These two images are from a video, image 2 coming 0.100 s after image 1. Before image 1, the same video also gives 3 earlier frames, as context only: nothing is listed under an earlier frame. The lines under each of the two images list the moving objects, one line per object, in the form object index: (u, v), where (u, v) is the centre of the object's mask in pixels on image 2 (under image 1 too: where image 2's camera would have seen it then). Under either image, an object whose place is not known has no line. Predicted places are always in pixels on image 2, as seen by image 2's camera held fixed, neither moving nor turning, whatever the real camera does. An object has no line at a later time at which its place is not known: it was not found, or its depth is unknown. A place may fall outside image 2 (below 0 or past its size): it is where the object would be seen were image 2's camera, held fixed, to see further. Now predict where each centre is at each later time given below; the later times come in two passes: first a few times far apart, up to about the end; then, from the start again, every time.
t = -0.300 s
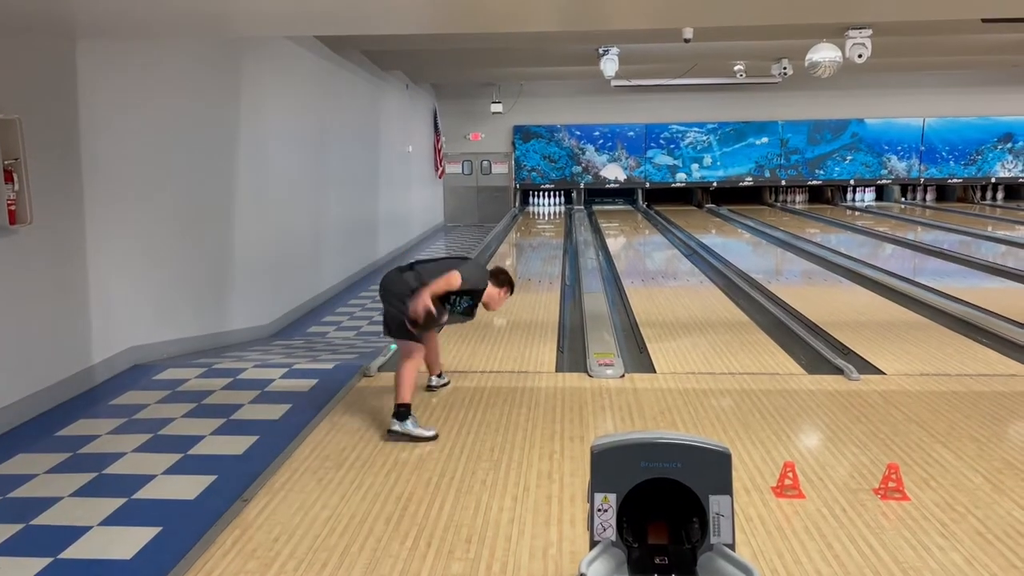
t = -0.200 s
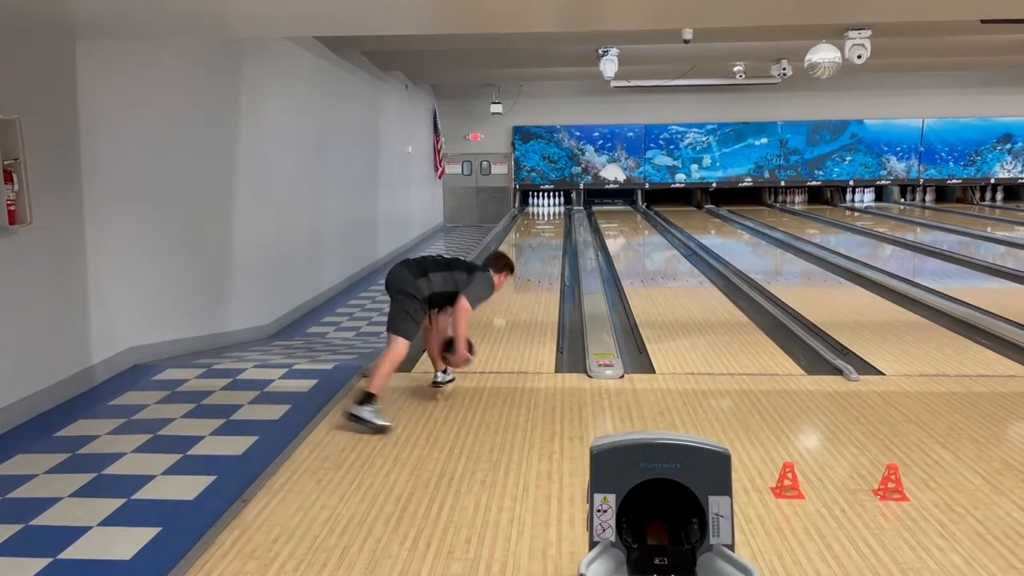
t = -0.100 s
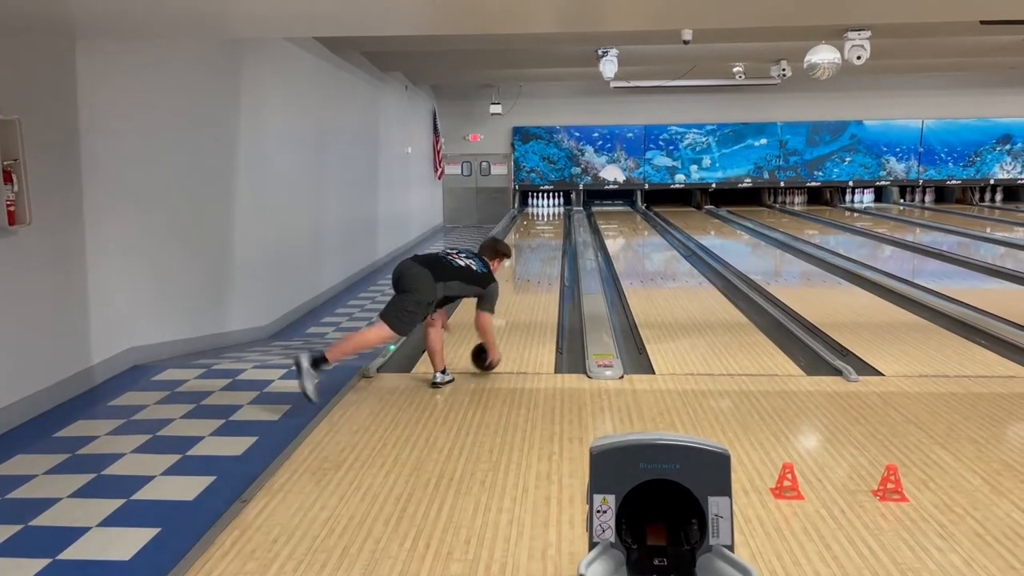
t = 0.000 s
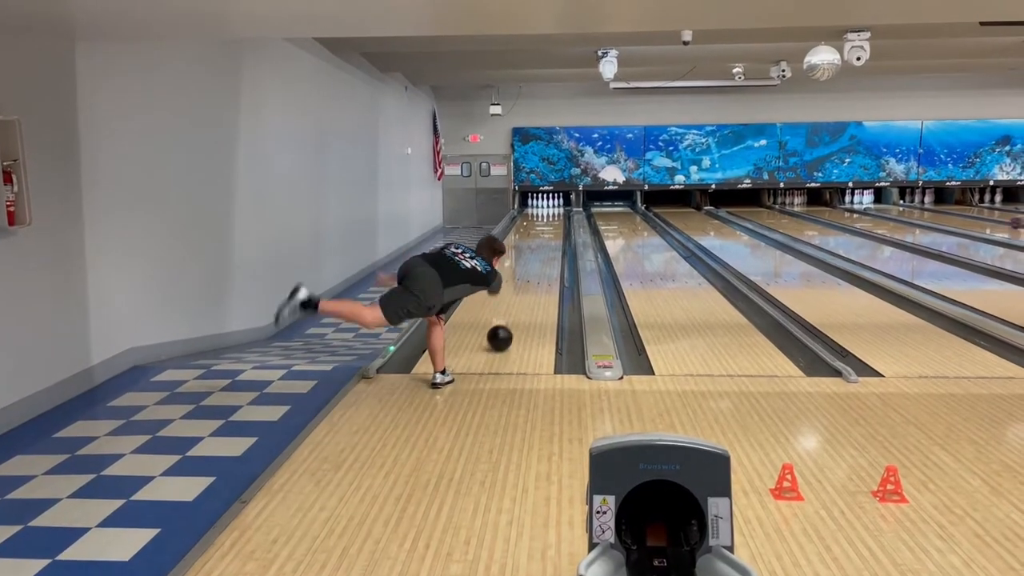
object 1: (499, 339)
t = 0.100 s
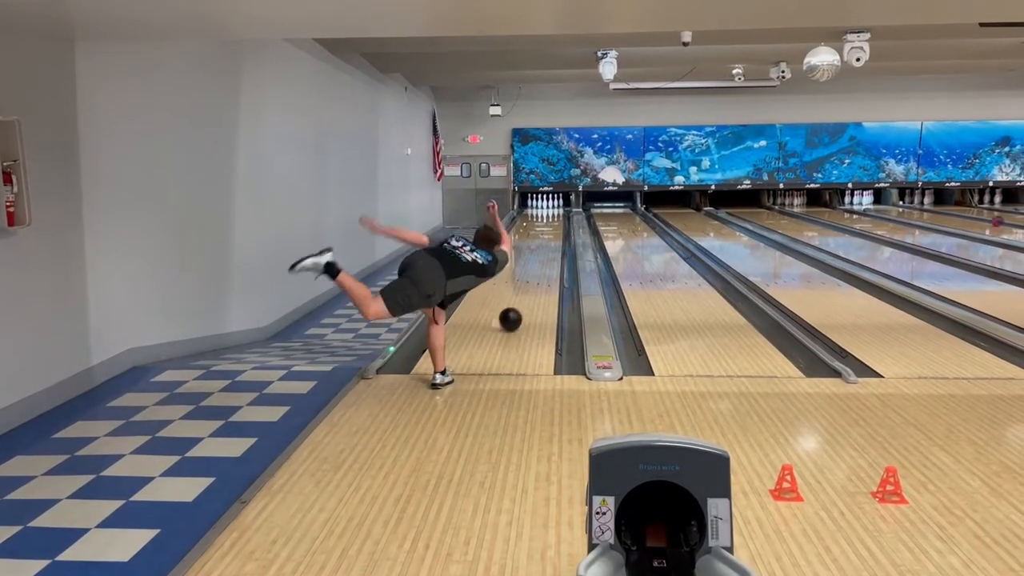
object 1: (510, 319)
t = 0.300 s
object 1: (526, 290)
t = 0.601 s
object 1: (541, 263)
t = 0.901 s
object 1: (550, 244)
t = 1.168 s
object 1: (555, 232)
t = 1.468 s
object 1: (557, 223)
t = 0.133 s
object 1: (513, 314)
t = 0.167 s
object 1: (516, 309)
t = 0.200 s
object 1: (519, 304)
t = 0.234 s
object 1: (521, 299)
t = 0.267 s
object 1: (524, 295)
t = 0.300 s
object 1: (526, 290)
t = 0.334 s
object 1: (528, 287)
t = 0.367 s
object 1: (530, 283)
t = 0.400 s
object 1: (531, 282)
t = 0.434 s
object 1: (535, 275)
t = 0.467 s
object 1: (535, 274)
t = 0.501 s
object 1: (537, 271)
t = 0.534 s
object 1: (538, 268)
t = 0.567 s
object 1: (539, 265)
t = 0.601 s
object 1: (541, 263)
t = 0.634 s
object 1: (542, 260)
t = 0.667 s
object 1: (543, 258)
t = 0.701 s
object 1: (544, 256)
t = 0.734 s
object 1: (545, 254)
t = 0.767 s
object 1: (546, 252)
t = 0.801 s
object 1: (547, 250)
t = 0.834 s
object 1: (548, 248)
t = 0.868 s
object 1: (549, 246)
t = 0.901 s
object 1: (550, 244)
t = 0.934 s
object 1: (550, 243)
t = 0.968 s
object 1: (551, 241)
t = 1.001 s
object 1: (552, 240)
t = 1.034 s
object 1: (552, 238)
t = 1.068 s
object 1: (553, 236)
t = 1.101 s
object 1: (553, 235)
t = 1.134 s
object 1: (554, 234)
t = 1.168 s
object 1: (555, 232)
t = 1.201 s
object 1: (555, 231)
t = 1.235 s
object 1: (556, 230)
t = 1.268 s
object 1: (556, 229)
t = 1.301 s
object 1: (557, 228)
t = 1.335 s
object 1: (557, 227)
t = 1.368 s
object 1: (557, 226)
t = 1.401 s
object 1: (557, 224)
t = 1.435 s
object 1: (557, 224)
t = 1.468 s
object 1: (557, 223)
